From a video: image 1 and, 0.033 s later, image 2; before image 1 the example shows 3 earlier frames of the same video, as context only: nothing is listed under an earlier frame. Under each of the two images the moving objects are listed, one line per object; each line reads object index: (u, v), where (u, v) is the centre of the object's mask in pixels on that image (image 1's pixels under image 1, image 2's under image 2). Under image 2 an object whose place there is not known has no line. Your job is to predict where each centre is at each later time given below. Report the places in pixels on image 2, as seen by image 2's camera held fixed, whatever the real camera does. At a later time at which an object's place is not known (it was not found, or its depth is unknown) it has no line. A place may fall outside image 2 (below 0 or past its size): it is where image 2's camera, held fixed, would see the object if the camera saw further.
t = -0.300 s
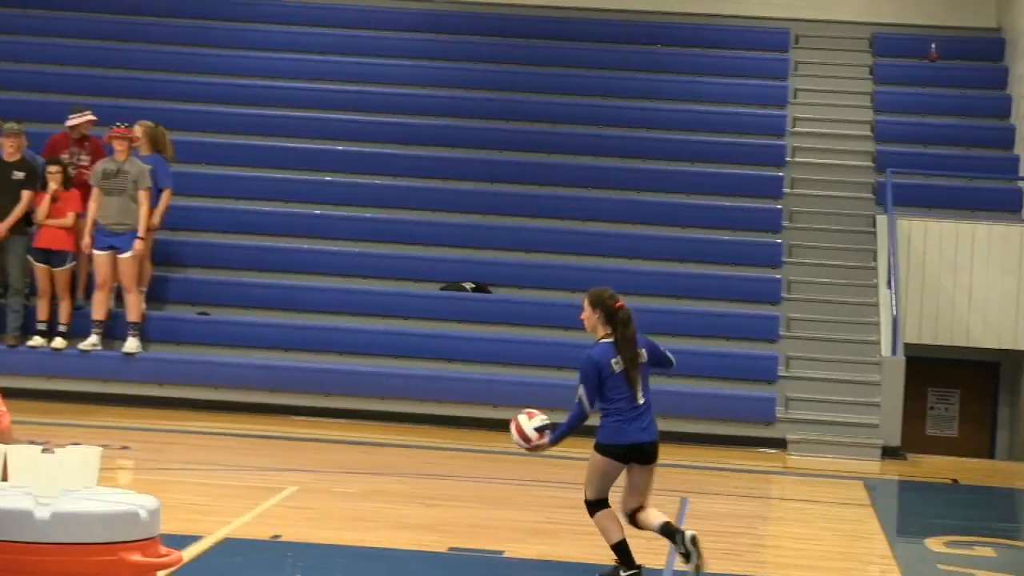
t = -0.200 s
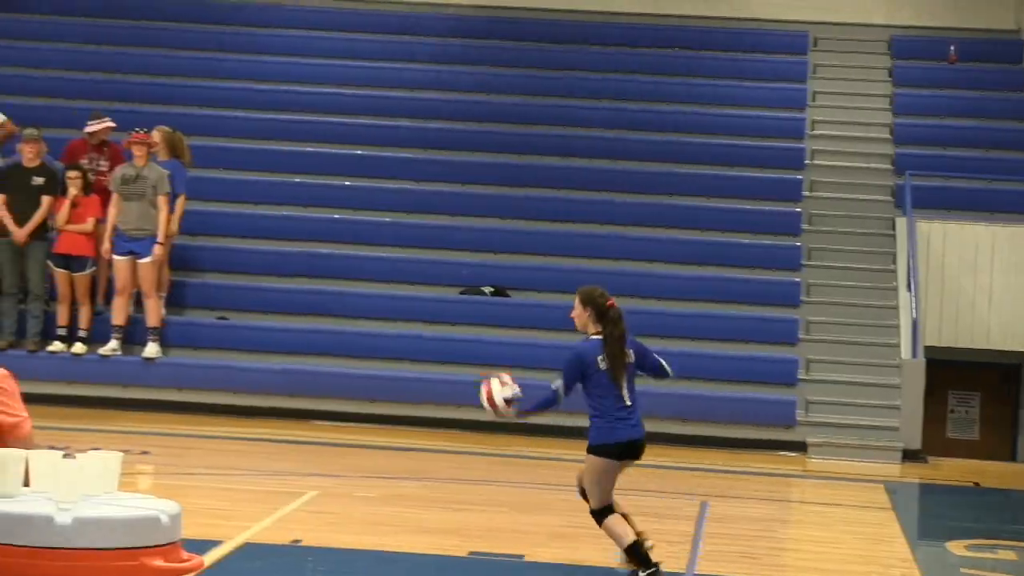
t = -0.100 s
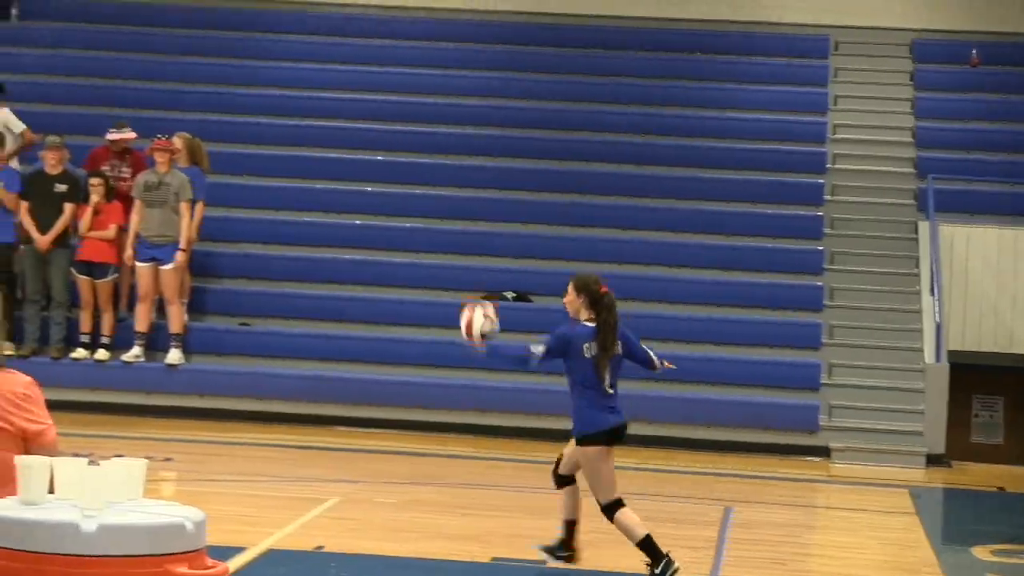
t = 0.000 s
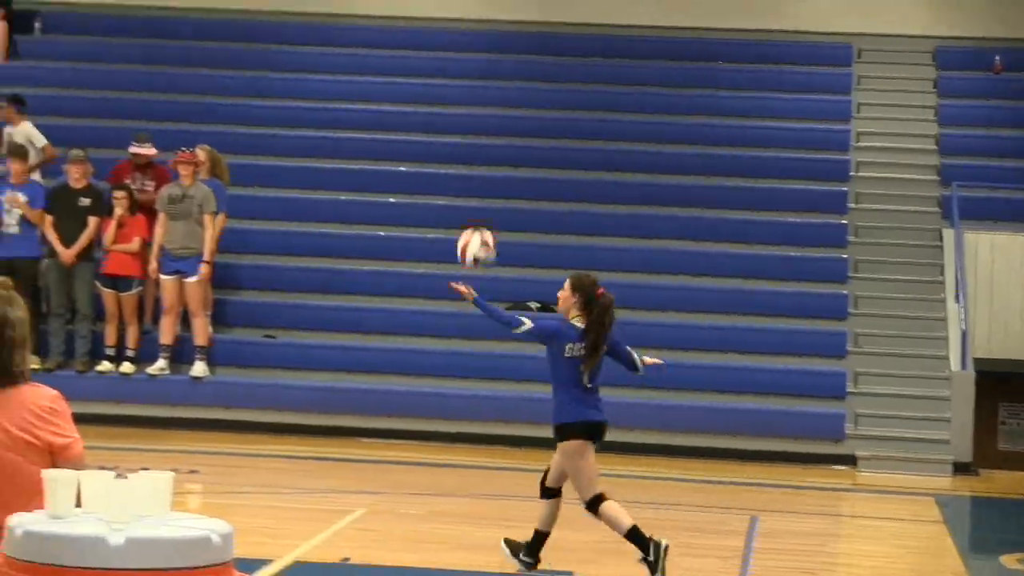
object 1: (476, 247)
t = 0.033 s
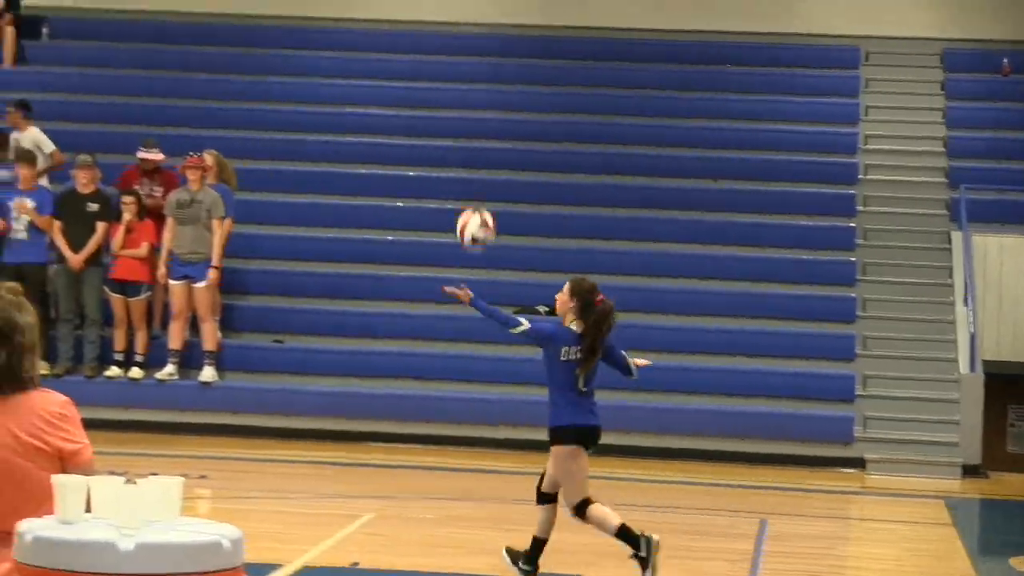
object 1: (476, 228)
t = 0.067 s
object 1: (465, 204)
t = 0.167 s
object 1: (439, 153)
